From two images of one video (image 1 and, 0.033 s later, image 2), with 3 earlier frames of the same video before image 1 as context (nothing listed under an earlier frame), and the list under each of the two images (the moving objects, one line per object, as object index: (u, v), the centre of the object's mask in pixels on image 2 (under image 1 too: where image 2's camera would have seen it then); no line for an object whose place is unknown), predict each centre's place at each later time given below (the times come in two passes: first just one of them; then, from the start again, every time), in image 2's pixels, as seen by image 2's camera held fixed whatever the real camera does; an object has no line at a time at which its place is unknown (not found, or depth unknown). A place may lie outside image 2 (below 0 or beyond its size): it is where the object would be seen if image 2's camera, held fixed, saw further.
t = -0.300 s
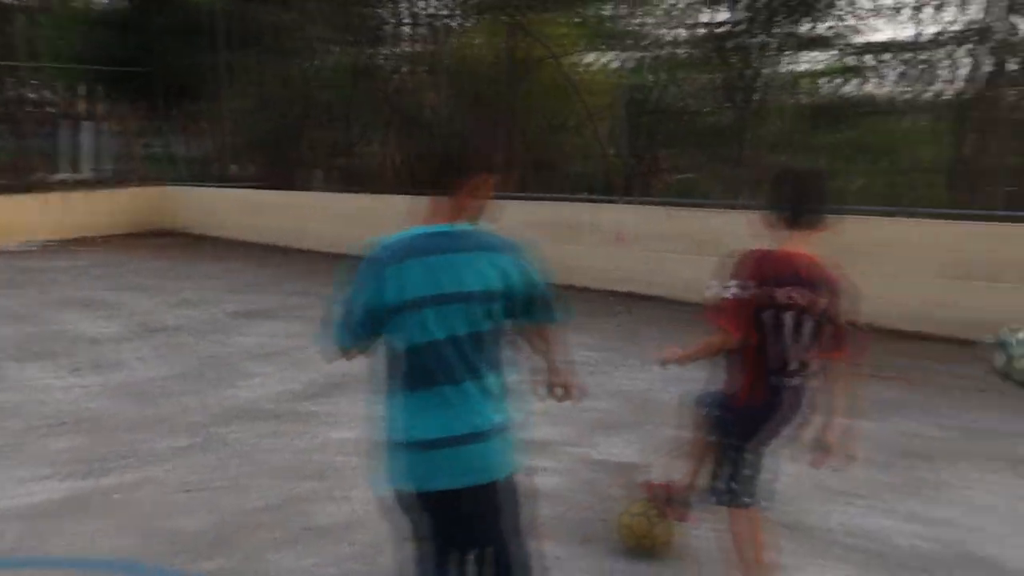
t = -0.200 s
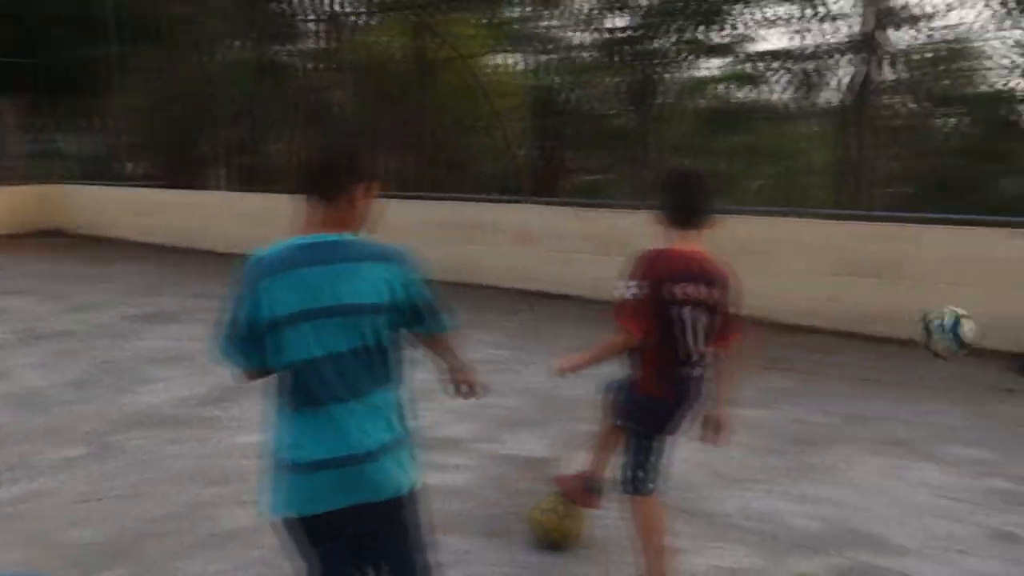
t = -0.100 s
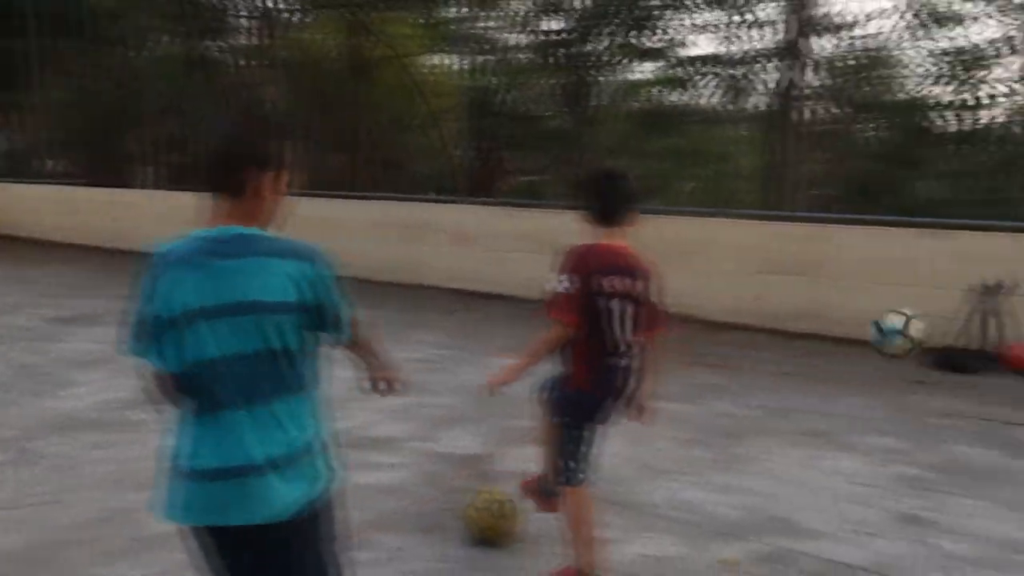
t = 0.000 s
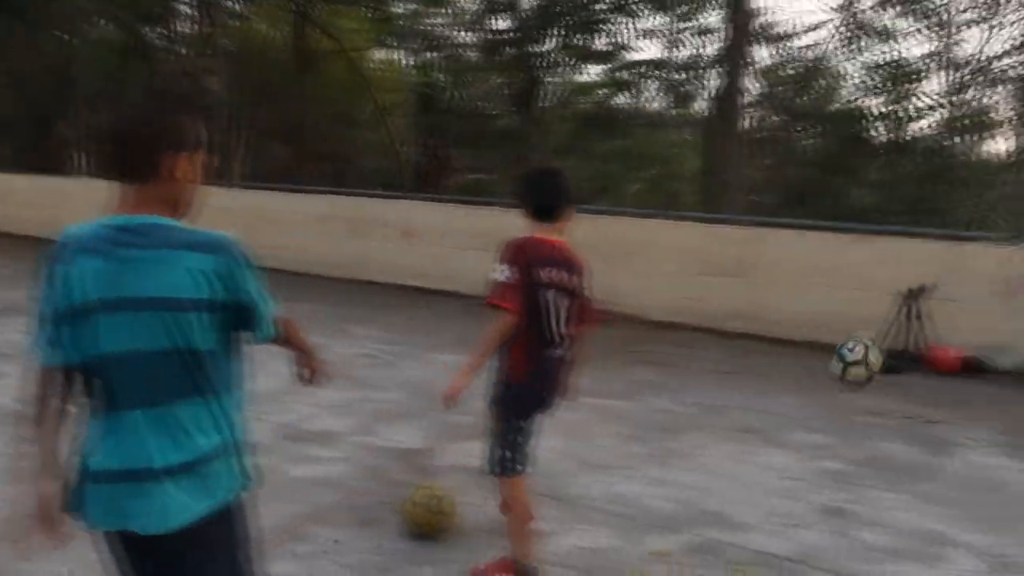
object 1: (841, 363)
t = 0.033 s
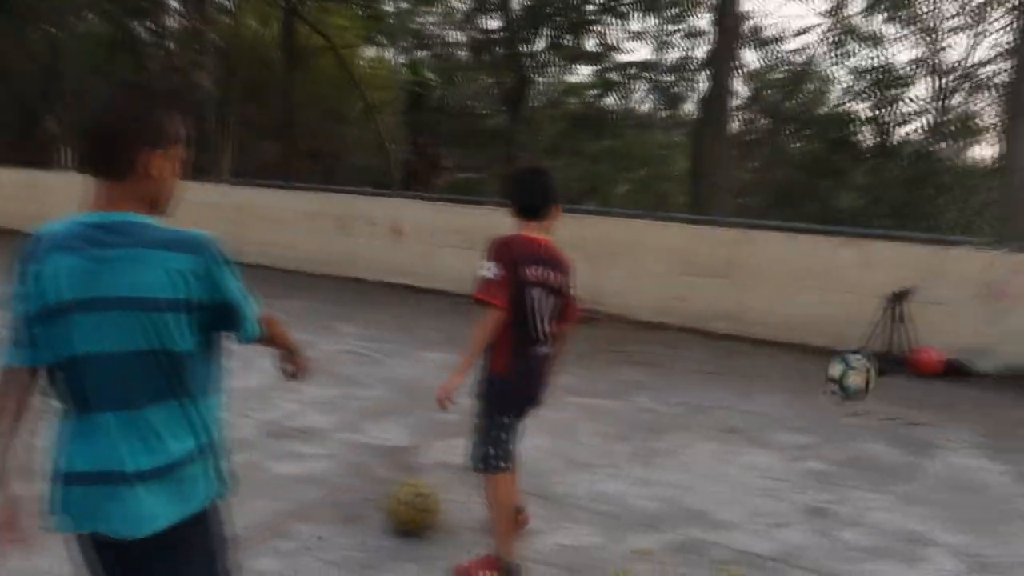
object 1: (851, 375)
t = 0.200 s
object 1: (899, 412)
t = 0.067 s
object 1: (859, 389)
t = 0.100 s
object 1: (867, 407)
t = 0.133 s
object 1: (874, 427)
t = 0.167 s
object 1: (885, 431)
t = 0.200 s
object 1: (899, 412)
